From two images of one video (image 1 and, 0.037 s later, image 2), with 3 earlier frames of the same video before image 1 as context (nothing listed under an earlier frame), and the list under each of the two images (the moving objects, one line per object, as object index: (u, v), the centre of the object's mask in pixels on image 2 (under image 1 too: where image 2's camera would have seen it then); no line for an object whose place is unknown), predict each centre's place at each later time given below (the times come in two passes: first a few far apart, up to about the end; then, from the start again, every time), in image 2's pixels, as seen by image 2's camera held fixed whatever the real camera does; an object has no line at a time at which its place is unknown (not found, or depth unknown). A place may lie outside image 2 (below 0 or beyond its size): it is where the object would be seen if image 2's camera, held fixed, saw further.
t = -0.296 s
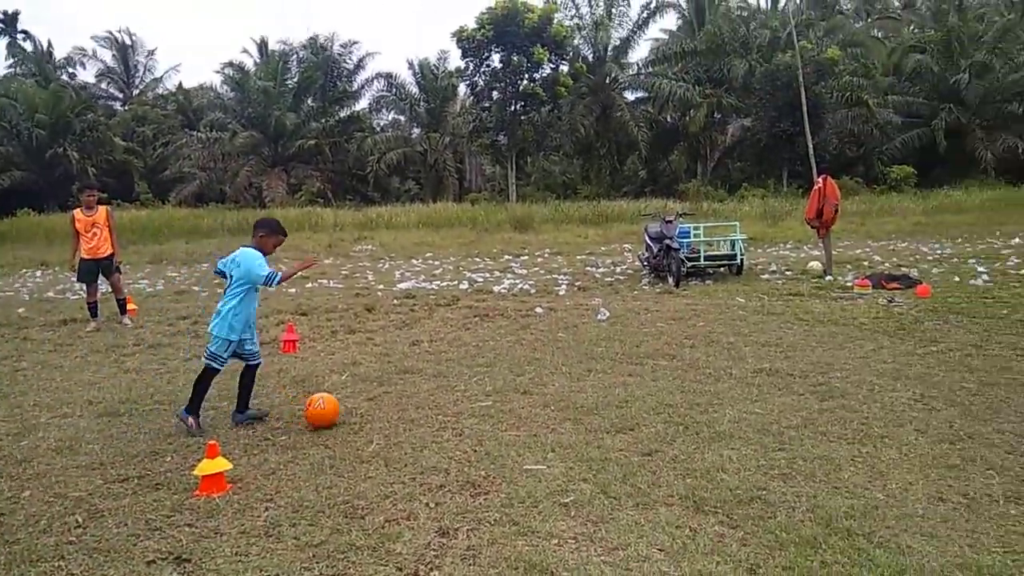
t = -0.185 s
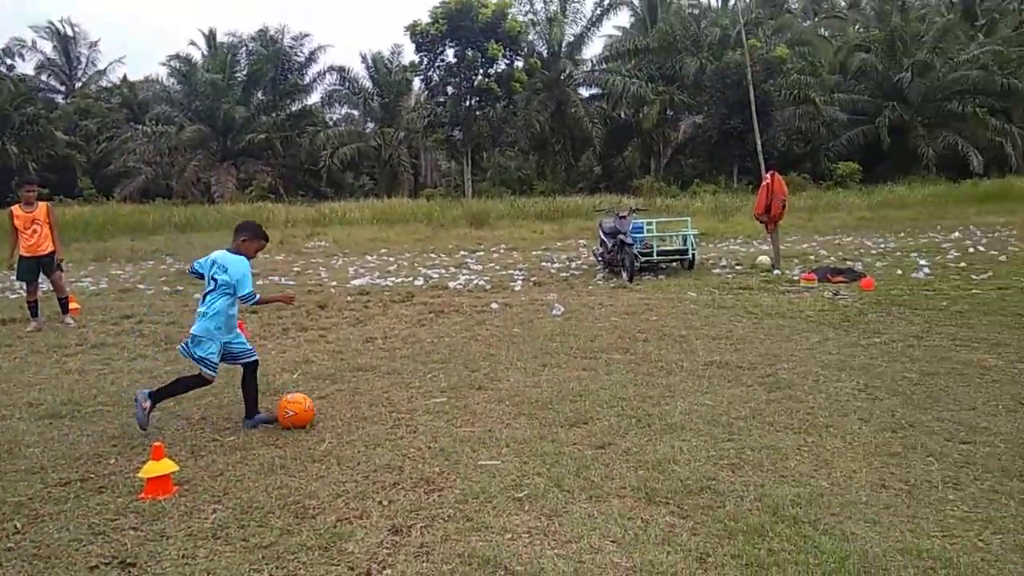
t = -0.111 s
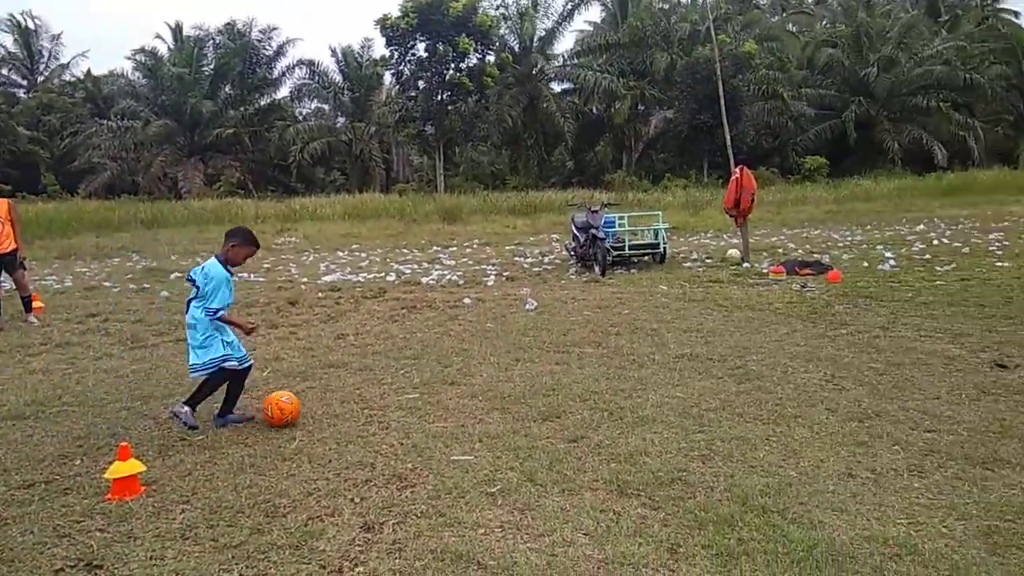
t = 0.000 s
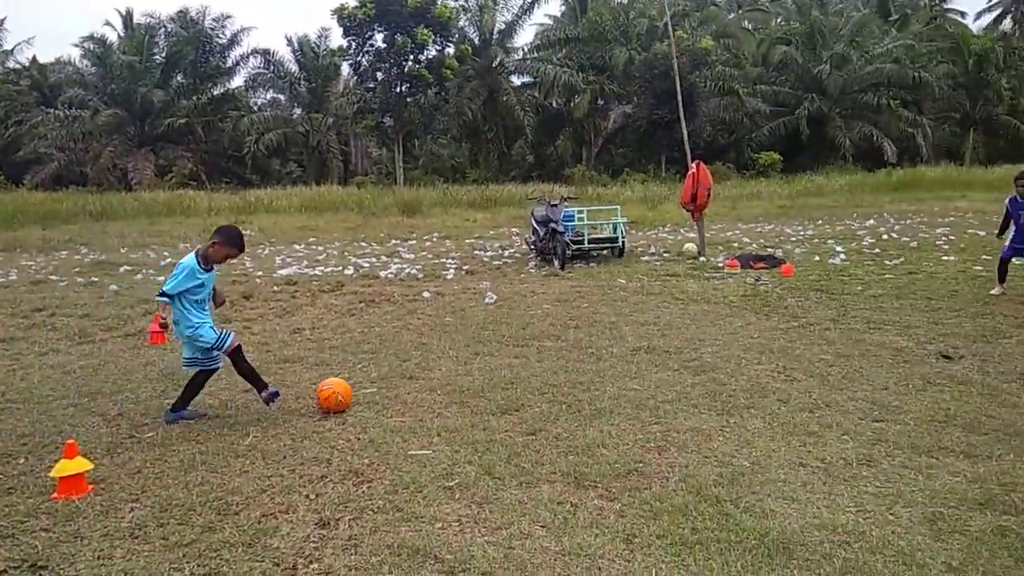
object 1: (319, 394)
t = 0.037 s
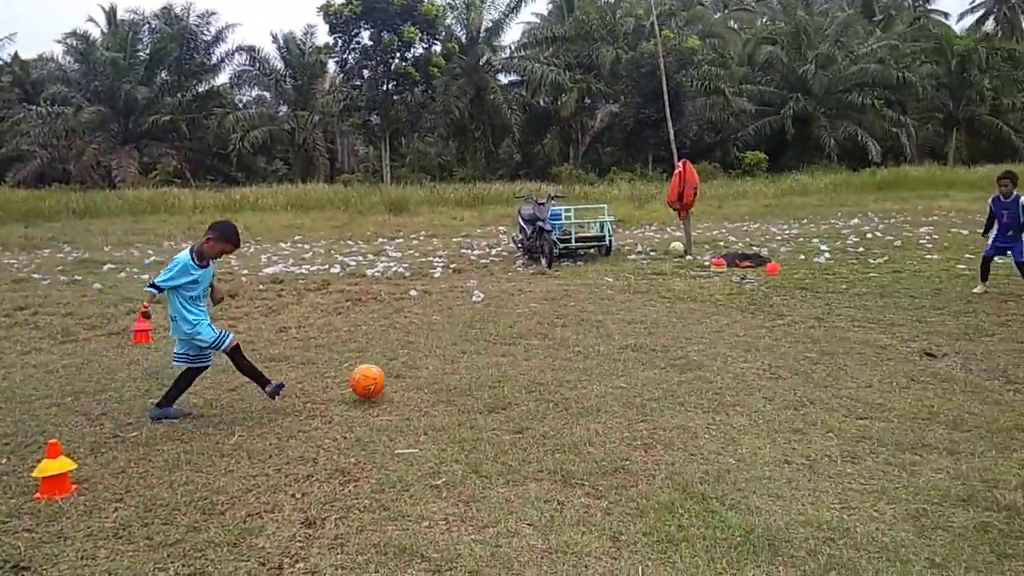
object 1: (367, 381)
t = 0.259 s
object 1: (612, 349)
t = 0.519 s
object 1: (785, 316)
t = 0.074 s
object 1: (412, 369)
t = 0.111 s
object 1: (455, 360)
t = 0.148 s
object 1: (497, 354)
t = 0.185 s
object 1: (537, 350)
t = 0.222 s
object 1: (576, 349)
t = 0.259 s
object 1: (612, 349)
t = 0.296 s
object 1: (647, 352)
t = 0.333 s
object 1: (673, 342)
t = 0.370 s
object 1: (697, 332)
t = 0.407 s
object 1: (720, 325)
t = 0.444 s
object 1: (743, 320)
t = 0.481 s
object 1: (764, 317)
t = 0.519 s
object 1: (785, 316)
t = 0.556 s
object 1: (806, 316)
